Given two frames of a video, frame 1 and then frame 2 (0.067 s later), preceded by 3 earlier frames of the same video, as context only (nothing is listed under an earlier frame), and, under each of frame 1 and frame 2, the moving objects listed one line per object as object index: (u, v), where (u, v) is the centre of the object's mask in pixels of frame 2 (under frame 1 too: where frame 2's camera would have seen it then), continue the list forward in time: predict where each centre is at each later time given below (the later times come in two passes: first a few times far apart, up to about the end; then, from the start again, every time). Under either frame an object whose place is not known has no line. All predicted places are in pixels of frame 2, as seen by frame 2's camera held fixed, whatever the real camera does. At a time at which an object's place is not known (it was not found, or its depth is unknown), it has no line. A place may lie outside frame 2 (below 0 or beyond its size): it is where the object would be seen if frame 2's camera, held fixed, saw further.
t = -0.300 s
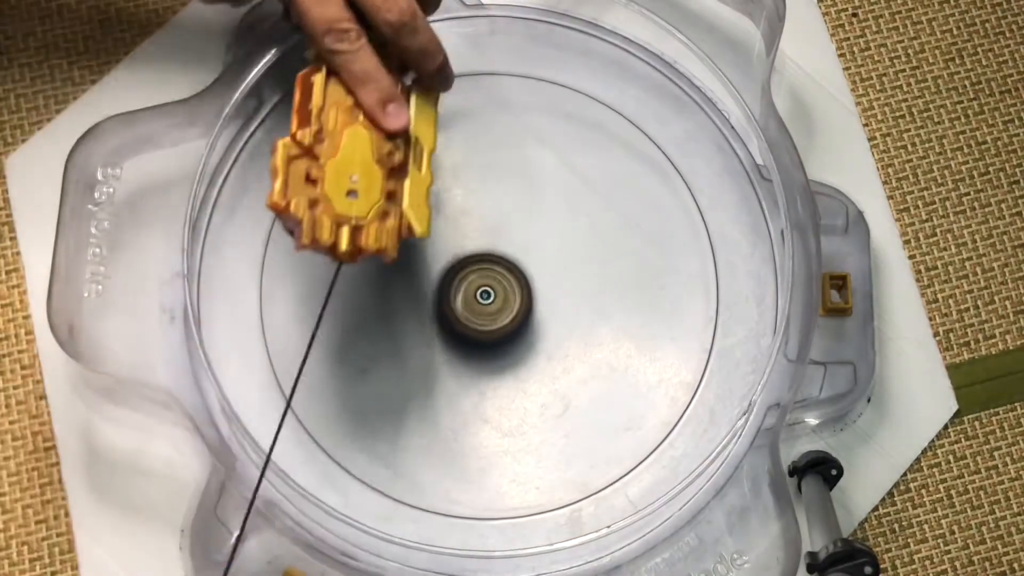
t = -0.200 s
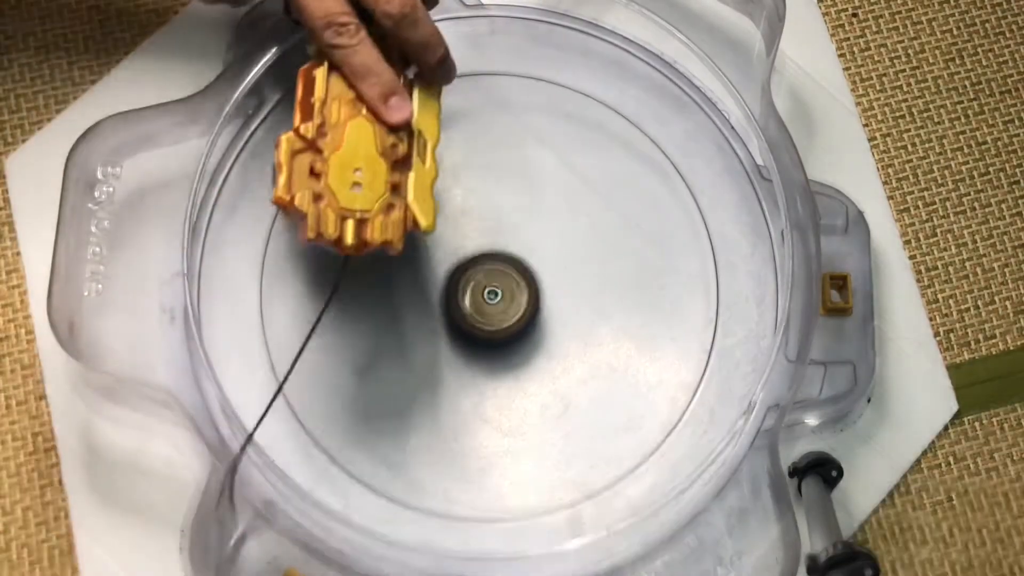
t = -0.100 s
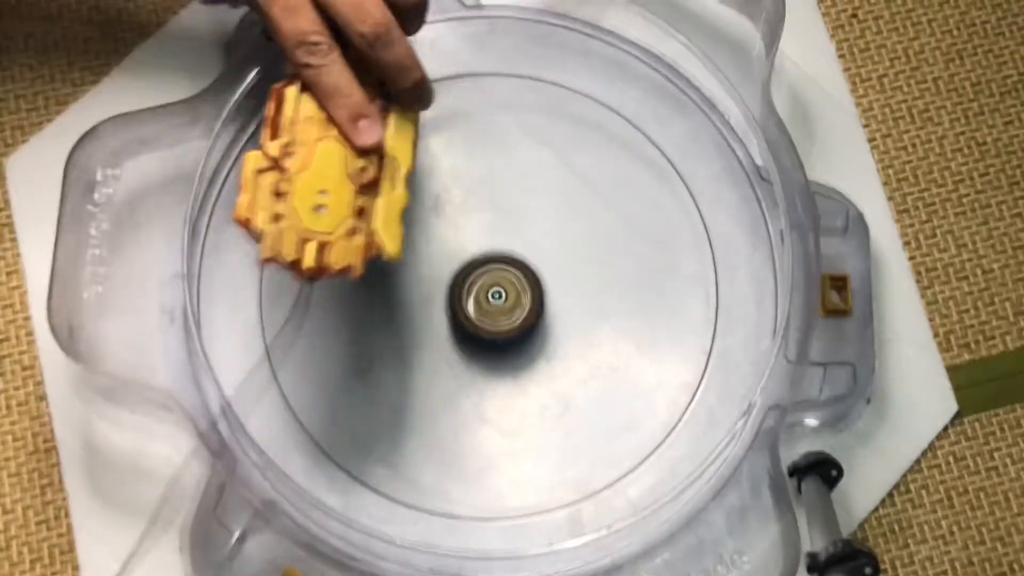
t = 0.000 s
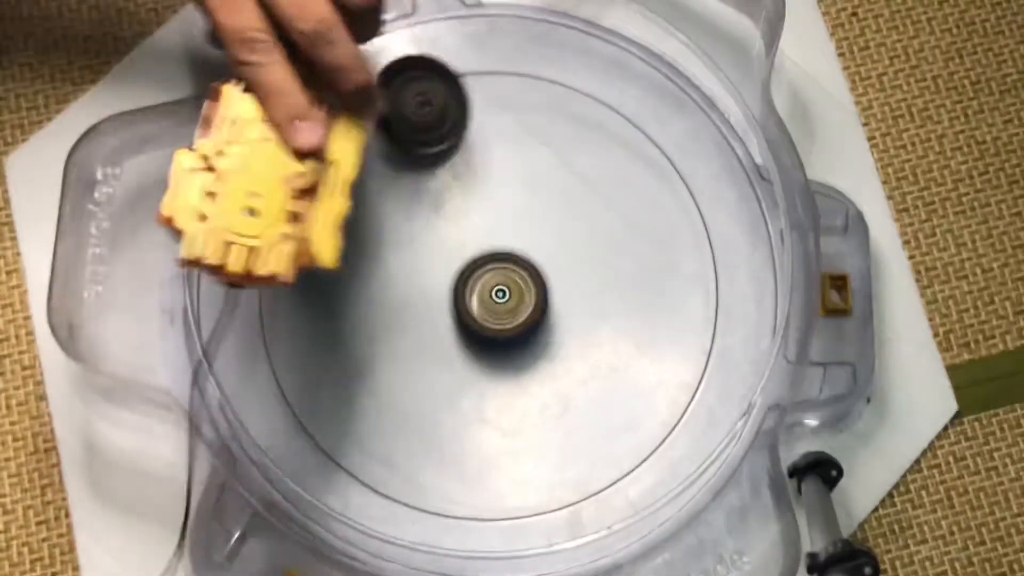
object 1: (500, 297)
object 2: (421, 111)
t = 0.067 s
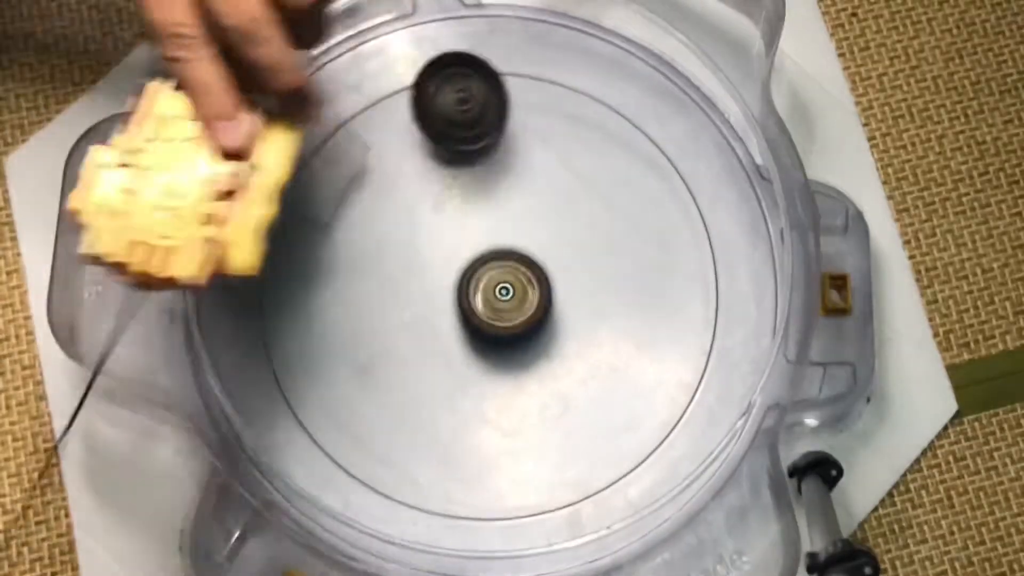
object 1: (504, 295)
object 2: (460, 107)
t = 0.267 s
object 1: (513, 290)
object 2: (540, 176)
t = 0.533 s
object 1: (483, 344)
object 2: (564, 216)
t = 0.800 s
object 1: (428, 348)
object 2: (566, 218)
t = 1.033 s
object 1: (408, 319)
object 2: (608, 187)
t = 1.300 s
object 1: (450, 284)
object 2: (568, 220)
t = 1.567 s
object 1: (438, 299)
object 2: (633, 264)
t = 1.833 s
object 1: (452, 292)
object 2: (690, 317)
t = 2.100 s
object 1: (486, 295)
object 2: (619, 349)
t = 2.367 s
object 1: (515, 299)
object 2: (538, 424)
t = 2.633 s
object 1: (526, 295)
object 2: (504, 463)
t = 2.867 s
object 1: (524, 288)
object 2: (461, 427)
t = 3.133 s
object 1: (516, 275)
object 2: (391, 340)
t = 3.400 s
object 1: (505, 264)
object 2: (322, 275)
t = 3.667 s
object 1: (489, 262)
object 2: (351, 260)
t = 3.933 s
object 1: (518, 290)
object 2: (386, 179)
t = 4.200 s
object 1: (500, 317)
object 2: (425, 157)
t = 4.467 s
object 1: (483, 316)
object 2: (518, 181)
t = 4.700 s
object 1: (477, 302)
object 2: (594, 209)
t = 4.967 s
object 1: (482, 282)
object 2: (622, 242)
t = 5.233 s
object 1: (489, 262)
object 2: (593, 316)
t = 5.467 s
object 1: (492, 250)
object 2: (589, 378)
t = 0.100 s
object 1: (505, 294)
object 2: (479, 110)
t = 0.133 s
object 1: (507, 292)
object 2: (496, 115)
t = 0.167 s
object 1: (509, 292)
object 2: (510, 126)
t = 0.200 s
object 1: (511, 291)
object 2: (522, 140)
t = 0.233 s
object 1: (512, 290)
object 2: (532, 156)
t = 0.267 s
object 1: (513, 290)
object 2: (540, 176)
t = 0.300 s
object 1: (513, 293)
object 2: (545, 194)
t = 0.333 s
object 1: (509, 308)
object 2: (553, 194)
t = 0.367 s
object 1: (504, 322)
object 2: (560, 194)
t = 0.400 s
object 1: (500, 332)
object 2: (565, 196)
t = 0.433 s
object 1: (496, 339)
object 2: (568, 200)
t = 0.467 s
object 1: (491, 343)
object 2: (569, 206)
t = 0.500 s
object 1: (487, 344)
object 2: (567, 210)
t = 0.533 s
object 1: (483, 344)
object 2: (564, 216)
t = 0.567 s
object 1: (480, 342)
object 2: (559, 223)
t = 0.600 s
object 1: (477, 340)
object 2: (553, 231)
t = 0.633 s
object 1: (474, 337)
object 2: (546, 238)
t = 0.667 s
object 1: (473, 332)
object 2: (539, 245)
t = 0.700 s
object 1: (468, 331)
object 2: (534, 249)
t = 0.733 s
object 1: (453, 341)
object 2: (544, 239)
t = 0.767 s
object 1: (438, 346)
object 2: (555, 228)
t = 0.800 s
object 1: (428, 348)
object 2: (566, 218)
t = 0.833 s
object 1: (420, 347)
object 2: (576, 210)
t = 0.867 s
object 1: (414, 344)
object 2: (586, 201)
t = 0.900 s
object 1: (410, 339)
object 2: (594, 195)
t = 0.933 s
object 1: (408, 334)
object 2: (600, 191)
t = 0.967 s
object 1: (406, 329)
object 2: (604, 188)
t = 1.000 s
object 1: (407, 325)
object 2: (607, 187)
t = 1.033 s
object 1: (408, 319)
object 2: (608, 187)
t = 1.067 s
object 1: (411, 314)
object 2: (607, 188)
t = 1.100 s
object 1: (414, 307)
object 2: (605, 191)
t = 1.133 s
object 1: (418, 303)
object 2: (601, 195)
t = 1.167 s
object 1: (424, 299)
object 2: (596, 199)
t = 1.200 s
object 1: (430, 295)
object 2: (589, 203)
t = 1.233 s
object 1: (436, 291)
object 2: (582, 209)
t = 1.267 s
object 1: (443, 287)
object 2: (575, 214)
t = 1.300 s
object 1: (450, 284)
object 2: (568, 220)
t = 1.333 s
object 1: (458, 282)
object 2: (561, 225)
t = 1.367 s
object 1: (465, 280)
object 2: (556, 231)
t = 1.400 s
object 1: (459, 285)
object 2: (567, 230)
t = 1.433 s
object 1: (449, 292)
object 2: (579, 233)
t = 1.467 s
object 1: (443, 295)
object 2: (592, 237)
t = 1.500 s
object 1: (440, 297)
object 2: (605, 245)
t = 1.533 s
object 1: (438, 299)
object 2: (619, 254)
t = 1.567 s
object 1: (438, 299)
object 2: (633, 264)
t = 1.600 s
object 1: (438, 296)
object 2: (647, 272)
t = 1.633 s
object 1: (438, 296)
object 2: (660, 281)
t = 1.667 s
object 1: (440, 295)
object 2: (672, 288)
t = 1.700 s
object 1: (441, 293)
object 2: (683, 295)
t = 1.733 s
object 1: (443, 295)
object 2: (692, 303)
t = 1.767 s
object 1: (445, 293)
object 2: (700, 310)
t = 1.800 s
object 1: (448, 293)
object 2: (697, 314)
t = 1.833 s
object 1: (452, 292)
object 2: (690, 317)
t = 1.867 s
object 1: (455, 291)
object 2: (683, 321)
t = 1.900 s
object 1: (459, 292)
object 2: (676, 325)
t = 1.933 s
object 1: (463, 292)
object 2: (668, 328)
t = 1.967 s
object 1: (468, 293)
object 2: (660, 332)
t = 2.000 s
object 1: (472, 293)
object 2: (651, 336)
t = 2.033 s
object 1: (477, 295)
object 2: (641, 339)
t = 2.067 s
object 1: (481, 294)
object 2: (630, 344)
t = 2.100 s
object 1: (486, 295)
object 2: (619, 349)
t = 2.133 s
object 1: (490, 296)
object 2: (608, 355)
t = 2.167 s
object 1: (494, 298)
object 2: (597, 363)
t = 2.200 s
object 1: (499, 299)
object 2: (586, 370)
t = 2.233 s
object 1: (503, 298)
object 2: (575, 378)
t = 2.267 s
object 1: (507, 300)
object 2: (564, 388)
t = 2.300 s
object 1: (510, 300)
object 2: (555, 400)
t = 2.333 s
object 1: (512, 299)
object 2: (546, 413)
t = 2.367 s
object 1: (515, 299)
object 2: (538, 424)
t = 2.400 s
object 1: (517, 299)
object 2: (532, 435)
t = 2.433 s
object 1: (519, 300)
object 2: (526, 445)
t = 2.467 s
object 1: (521, 299)
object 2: (522, 452)
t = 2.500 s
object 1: (523, 298)
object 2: (518, 458)
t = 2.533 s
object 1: (524, 299)
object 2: (515, 462)
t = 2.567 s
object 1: (525, 298)
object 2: (512, 464)
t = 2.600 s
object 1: (526, 296)
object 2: (508, 464)
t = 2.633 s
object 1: (526, 295)
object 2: (504, 463)
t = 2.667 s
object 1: (526, 296)
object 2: (499, 461)
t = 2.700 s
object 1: (526, 295)
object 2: (493, 459)
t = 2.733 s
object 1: (526, 294)
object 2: (488, 454)
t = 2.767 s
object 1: (526, 293)
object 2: (482, 449)
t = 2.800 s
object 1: (526, 291)
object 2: (475, 443)
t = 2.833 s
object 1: (525, 290)
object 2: (469, 436)
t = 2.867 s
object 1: (524, 288)
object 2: (461, 427)
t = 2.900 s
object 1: (524, 287)
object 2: (454, 418)
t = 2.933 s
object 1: (522, 285)
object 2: (447, 408)
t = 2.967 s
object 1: (522, 283)
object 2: (438, 396)
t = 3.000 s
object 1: (521, 282)
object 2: (429, 385)
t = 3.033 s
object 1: (519, 280)
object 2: (420, 375)
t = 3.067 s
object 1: (518, 278)
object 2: (411, 363)
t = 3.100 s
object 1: (517, 276)
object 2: (401, 351)
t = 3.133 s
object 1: (516, 275)
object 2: (391, 340)
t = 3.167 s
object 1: (515, 273)
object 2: (381, 328)
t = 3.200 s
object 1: (514, 272)
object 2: (371, 318)
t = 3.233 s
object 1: (512, 270)
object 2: (361, 309)
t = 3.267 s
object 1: (511, 269)
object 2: (351, 299)
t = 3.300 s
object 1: (509, 269)
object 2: (342, 292)
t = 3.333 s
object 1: (508, 267)
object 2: (335, 286)
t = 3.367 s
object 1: (507, 266)
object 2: (328, 279)
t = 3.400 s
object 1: (505, 264)
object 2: (322, 275)
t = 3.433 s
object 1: (503, 265)
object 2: (318, 272)
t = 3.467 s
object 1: (501, 263)
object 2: (316, 271)
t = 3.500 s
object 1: (500, 262)
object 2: (316, 270)
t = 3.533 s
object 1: (498, 262)
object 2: (318, 270)
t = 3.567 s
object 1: (496, 263)
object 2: (323, 270)
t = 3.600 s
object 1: (493, 262)
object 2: (330, 268)
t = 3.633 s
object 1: (491, 262)
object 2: (340, 264)
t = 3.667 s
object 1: (489, 262)
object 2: (351, 260)
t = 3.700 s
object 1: (487, 261)
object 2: (364, 255)
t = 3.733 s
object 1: (486, 262)
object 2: (377, 247)
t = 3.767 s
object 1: (498, 266)
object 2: (375, 232)
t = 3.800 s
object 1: (508, 271)
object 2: (377, 219)
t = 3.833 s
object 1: (514, 276)
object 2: (380, 207)
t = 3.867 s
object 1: (517, 280)
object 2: (382, 196)
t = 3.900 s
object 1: (518, 285)
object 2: (384, 185)
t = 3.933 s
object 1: (518, 290)
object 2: (386, 179)
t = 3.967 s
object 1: (517, 295)
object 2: (389, 172)
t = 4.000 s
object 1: (516, 299)
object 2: (392, 166)
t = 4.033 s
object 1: (514, 303)
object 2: (397, 162)
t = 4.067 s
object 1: (511, 307)
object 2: (400, 158)
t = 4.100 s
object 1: (509, 310)
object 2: (405, 156)
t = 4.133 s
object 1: (506, 313)
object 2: (409, 156)
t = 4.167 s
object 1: (503, 315)
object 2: (416, 156)
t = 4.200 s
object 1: (500, 317)
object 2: (425, 157)
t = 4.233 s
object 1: (497, 318)
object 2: (435, 159)
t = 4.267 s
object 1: (494, 319)
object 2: (446, 159)
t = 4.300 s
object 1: (492, 319)
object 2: (458, 161)
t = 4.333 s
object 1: (490, 320)
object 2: (470, 165)
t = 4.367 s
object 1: (488, 319)
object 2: (482, 169)
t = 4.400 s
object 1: (486, 319)
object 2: (493, 172)
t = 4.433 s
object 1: (484, 317)
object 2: (506, 177)
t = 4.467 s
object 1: (483, 316)
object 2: (518, 181)
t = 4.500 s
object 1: (481, 314)
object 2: (531, 185)
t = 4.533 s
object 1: (480, 313)
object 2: (543, 189)
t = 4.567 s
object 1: (479, 311)
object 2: (555, 193)
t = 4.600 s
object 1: (478, 309)
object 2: (565, 198)
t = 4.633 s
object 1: (478, 307)
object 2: (576, 202)
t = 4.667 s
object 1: (477, 305)
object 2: (585, 207)
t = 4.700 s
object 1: (477, 302)
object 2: (594, 209)
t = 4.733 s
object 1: (477, 300)
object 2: (602, 214)
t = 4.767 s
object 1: (477, 297)
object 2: (608, 216)
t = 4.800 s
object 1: (477, 295)
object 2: (613, 220)
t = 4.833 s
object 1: (478, 292)
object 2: (618, 224)
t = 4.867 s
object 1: (479, 289)
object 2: (621, 228)
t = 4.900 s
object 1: (480, 287)
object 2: (623, 233)
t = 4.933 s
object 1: (481, 284)
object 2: (623, 237)
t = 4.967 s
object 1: (482, 282)
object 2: (622, 242)
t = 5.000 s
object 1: (484, 278)
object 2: (621, 249)
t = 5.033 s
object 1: (486, 276)
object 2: (617, 255)
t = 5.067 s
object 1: (488, 273)
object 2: (614, 263)
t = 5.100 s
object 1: (490, 271)
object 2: (609, 271)
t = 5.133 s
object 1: (492, 270)
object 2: (603, 280)
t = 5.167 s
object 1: (493, 267)
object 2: (596, 291)
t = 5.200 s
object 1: (491, 265)
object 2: (595, 303)
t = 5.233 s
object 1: (489, 262)
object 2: (593, 316)
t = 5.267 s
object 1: (488, 259)
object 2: (593, 328)
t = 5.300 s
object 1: (488, 257)
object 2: (592, 340)
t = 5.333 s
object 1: (489, 255)
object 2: (592, 350)
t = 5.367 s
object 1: (489, 253)
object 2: (592, 360)
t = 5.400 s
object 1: (490, 251)
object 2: (592, 367)
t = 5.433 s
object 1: (492, 250)
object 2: (591, 373)
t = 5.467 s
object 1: (492, 250)
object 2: (589, 378)
